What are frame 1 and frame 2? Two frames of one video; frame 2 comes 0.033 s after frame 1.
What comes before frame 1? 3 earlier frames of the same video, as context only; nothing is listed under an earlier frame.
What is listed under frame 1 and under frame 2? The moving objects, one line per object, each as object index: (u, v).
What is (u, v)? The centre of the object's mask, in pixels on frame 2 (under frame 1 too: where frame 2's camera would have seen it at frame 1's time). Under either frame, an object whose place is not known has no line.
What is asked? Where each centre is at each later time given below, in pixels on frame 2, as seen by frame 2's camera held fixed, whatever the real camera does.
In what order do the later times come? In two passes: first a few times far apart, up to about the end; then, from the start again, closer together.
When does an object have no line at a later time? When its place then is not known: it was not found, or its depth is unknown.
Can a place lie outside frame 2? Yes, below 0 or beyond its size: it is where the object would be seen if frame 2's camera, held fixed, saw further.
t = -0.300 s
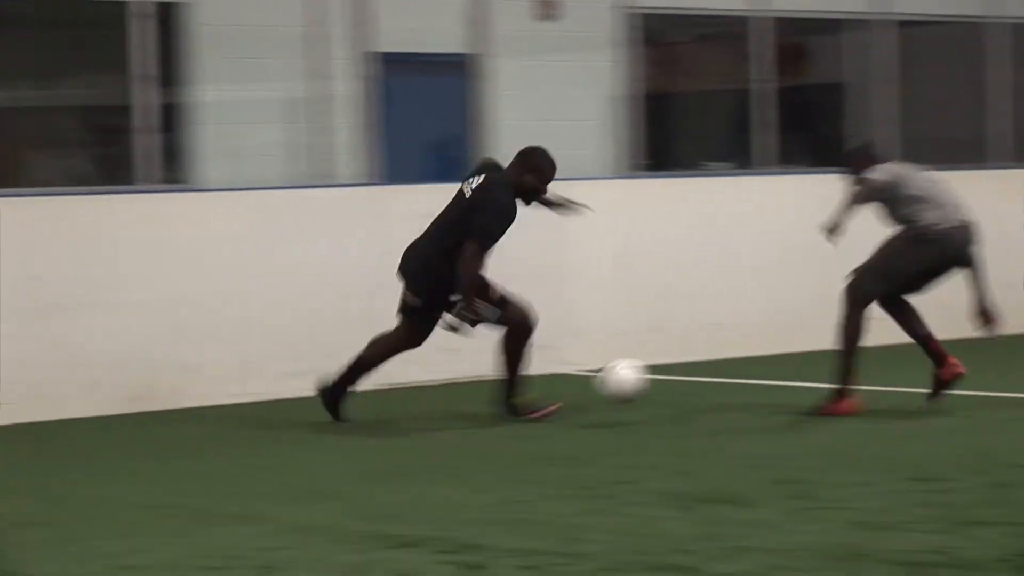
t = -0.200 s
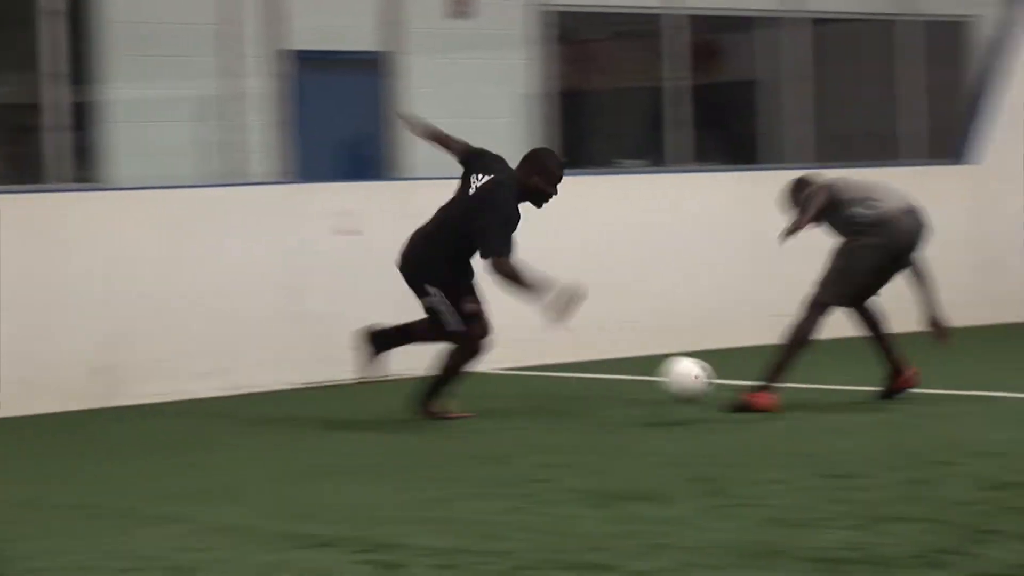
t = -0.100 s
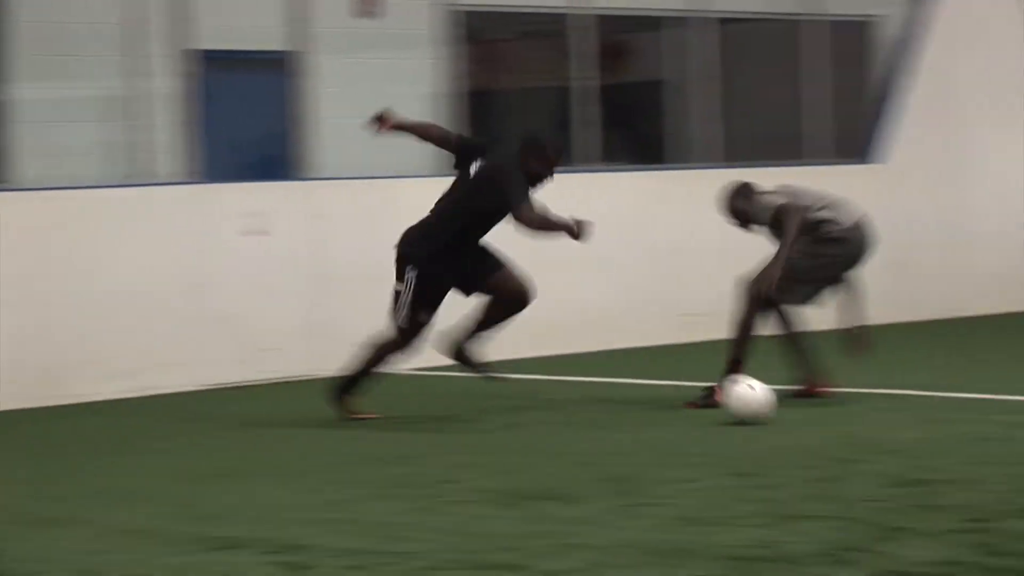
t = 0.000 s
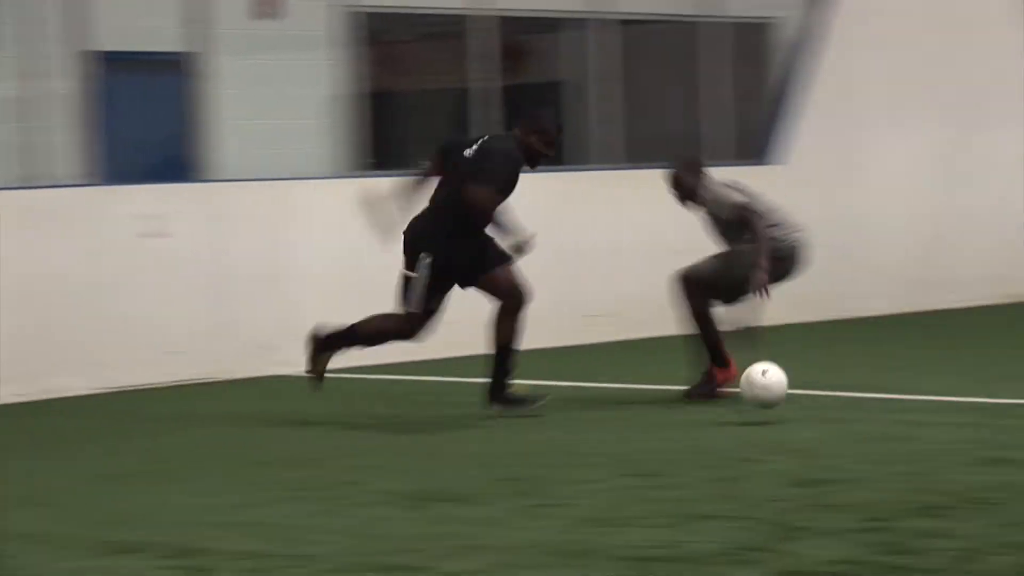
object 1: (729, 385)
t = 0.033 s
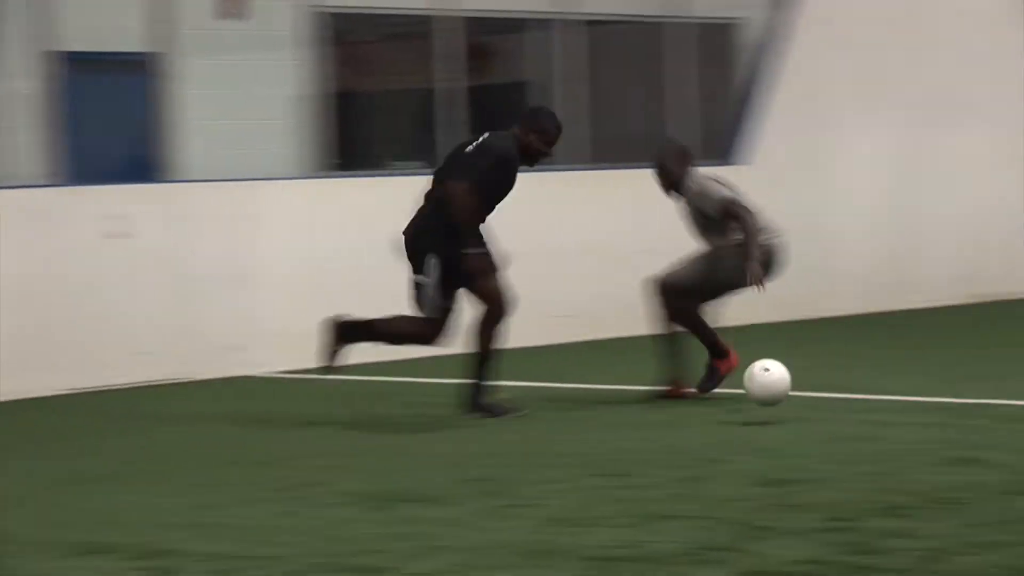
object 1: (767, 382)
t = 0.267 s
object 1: (1031, 384)
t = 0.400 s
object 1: (1169, 387)
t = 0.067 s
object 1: (806, 381)
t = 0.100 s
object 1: (845, 383)
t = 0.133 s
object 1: (885, 387)
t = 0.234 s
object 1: (996, 390)
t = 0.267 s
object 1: (1031, 384)
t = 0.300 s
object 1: (1065, 382)
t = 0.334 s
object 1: (1100, 381)
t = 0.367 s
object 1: (1135, 382)
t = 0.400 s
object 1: (1169, 387)
